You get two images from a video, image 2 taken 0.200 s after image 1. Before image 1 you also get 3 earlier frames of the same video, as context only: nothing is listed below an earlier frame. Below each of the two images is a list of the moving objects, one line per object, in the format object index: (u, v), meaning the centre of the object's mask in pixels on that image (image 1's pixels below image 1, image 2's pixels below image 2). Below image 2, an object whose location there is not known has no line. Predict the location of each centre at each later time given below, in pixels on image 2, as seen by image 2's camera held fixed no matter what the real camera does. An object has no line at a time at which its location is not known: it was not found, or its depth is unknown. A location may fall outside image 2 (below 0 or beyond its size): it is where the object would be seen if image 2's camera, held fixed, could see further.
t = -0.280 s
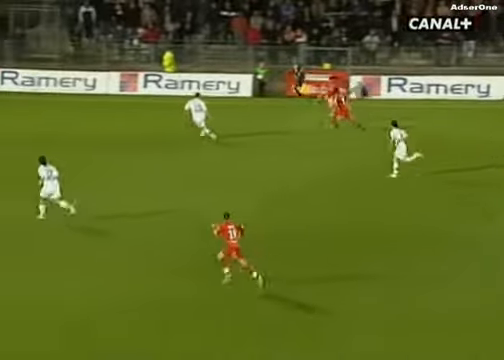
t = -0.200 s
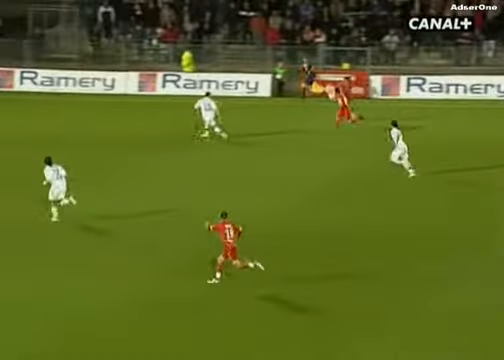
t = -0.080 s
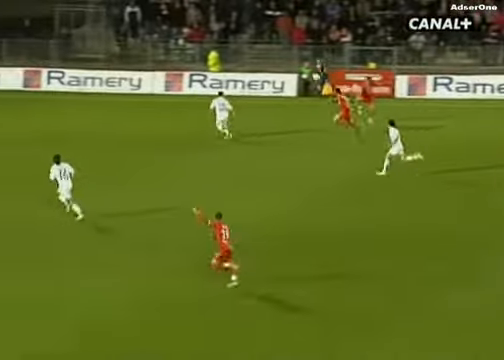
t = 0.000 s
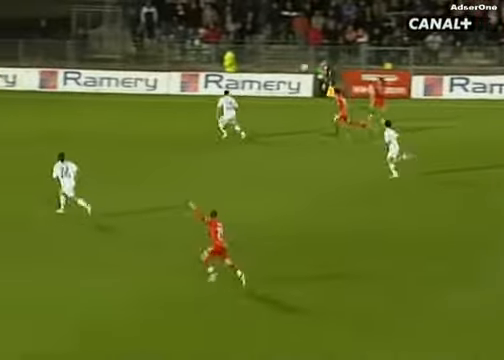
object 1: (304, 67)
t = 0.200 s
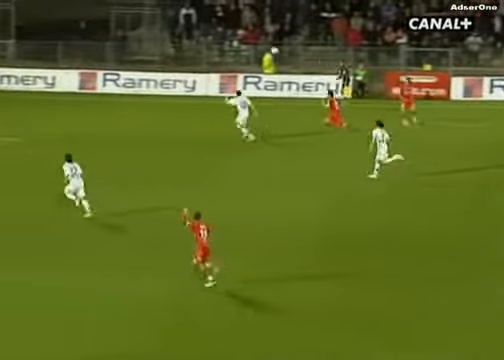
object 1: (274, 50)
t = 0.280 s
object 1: (247, 47)
